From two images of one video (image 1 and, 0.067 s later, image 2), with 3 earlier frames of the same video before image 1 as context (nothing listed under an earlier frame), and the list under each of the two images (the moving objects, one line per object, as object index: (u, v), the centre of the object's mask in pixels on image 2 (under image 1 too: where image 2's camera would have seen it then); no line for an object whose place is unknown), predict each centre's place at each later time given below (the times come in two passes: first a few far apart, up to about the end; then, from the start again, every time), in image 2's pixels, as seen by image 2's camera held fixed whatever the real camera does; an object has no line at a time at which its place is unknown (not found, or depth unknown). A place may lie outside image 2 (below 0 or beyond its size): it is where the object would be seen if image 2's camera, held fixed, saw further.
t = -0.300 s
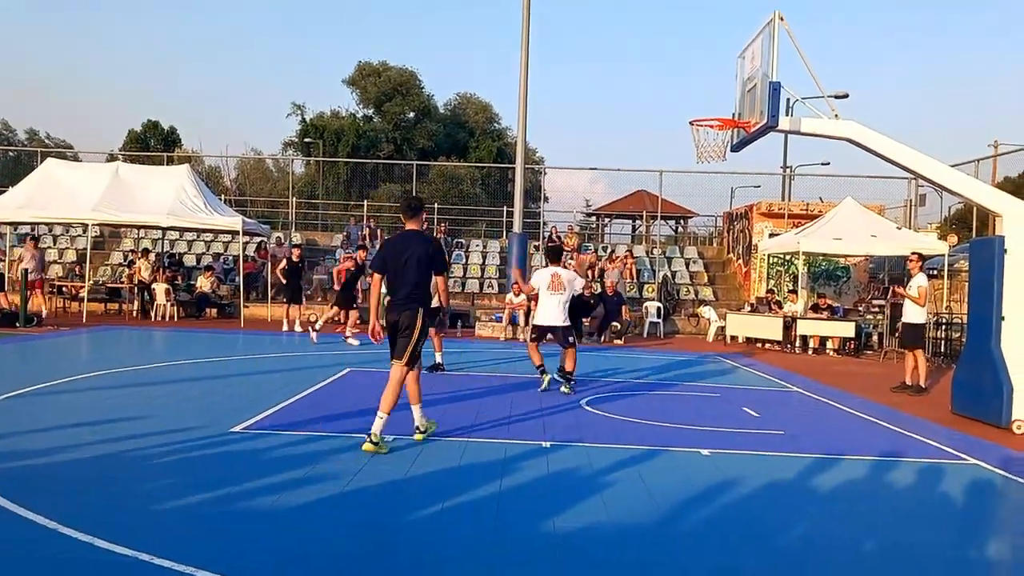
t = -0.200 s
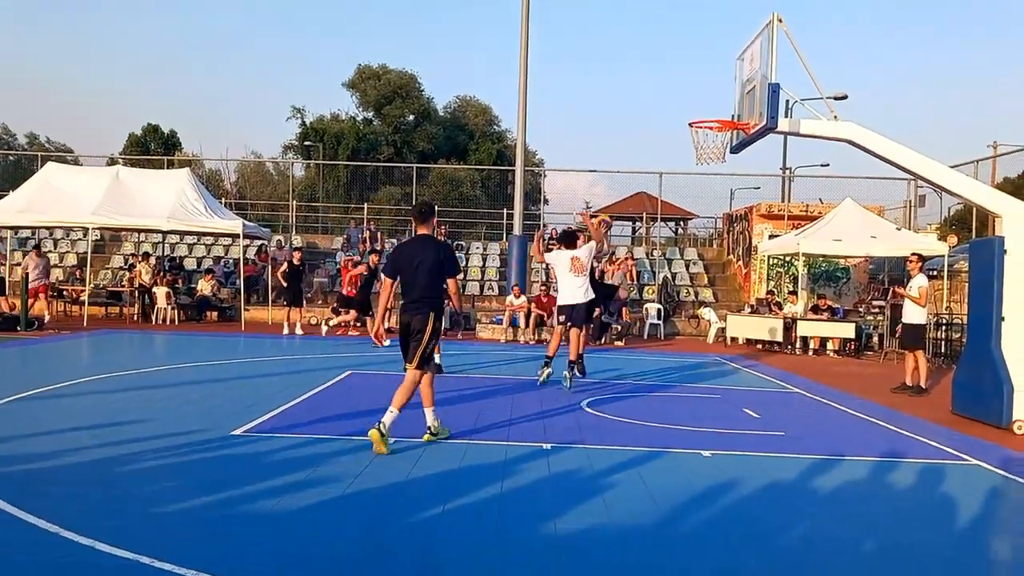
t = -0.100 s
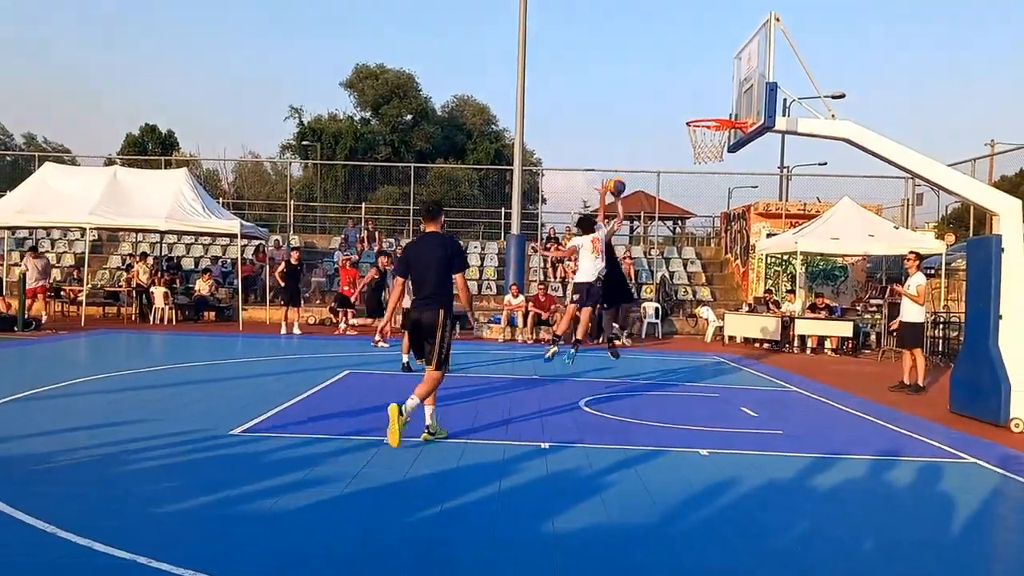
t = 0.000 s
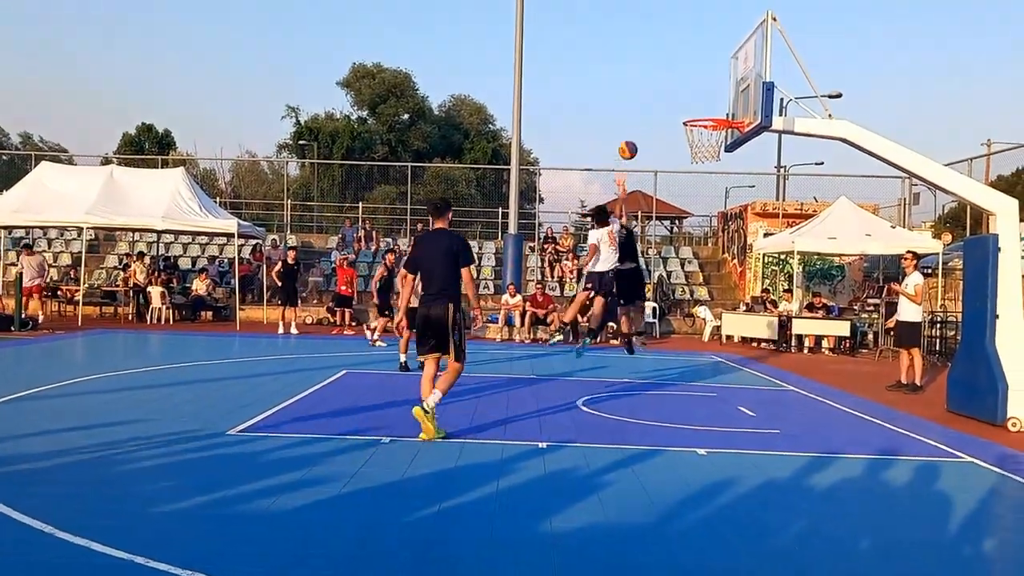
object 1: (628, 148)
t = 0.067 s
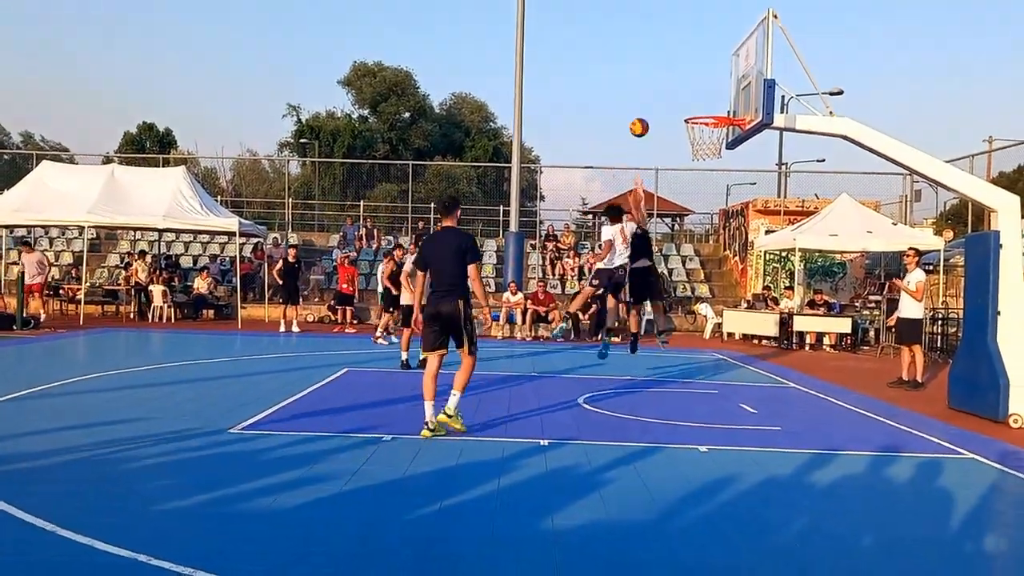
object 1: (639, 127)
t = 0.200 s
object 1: (660, 95)
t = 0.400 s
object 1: (693, 73)
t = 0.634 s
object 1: (734, 91)
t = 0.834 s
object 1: (703, 102)
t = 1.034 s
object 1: (653, 117)
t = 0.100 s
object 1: (644, 118)
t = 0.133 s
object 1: (649, 110)
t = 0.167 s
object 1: (655, 102)
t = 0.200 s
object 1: (660, 95)
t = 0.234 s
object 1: (665, 90)
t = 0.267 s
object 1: (671, 84)
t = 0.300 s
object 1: (676, 80)
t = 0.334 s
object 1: (682, 76)
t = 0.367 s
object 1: (687, 74)
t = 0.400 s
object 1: (693, 73)
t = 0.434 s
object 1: (699, 72)
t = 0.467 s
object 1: (705, 73)
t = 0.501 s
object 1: (710, 74)
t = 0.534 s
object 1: (716, 77)
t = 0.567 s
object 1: (722, 80)
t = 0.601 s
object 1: (728, 85)
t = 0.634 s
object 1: (734, 91)
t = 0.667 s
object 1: (731, 95)
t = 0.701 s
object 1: (729, 101)
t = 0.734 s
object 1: (726, 106)
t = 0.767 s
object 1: (719, 105)
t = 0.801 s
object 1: (711, 103)
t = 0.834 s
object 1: (703, 102)
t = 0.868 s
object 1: (694, 102)
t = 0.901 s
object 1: (687, 103)
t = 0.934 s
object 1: (678, 105)
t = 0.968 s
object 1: (670, 108)
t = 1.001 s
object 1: (662, 112)
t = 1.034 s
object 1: (653, 117)
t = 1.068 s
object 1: (645, 124)
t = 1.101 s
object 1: (637, 131)
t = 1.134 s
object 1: (629, 139)
